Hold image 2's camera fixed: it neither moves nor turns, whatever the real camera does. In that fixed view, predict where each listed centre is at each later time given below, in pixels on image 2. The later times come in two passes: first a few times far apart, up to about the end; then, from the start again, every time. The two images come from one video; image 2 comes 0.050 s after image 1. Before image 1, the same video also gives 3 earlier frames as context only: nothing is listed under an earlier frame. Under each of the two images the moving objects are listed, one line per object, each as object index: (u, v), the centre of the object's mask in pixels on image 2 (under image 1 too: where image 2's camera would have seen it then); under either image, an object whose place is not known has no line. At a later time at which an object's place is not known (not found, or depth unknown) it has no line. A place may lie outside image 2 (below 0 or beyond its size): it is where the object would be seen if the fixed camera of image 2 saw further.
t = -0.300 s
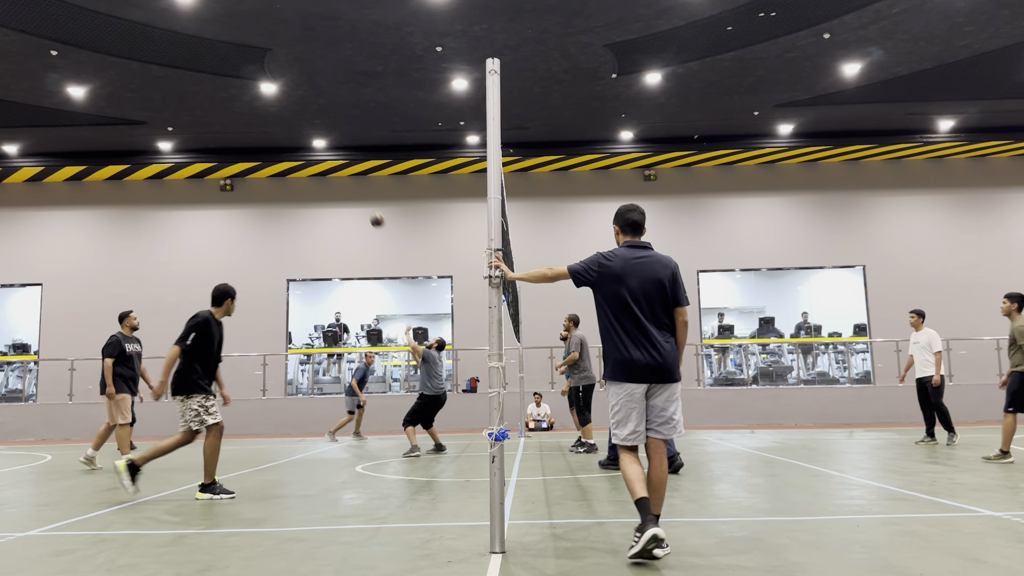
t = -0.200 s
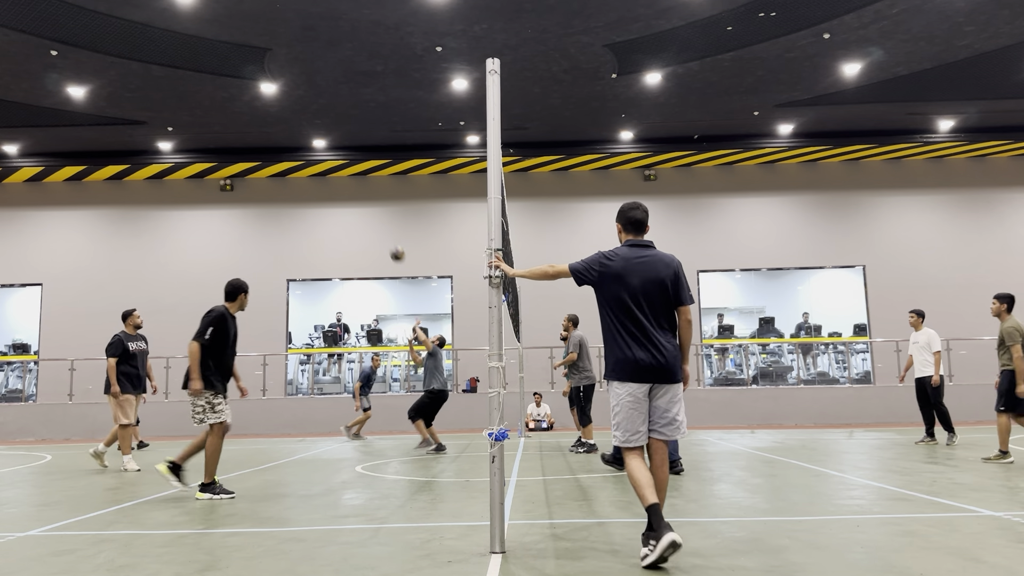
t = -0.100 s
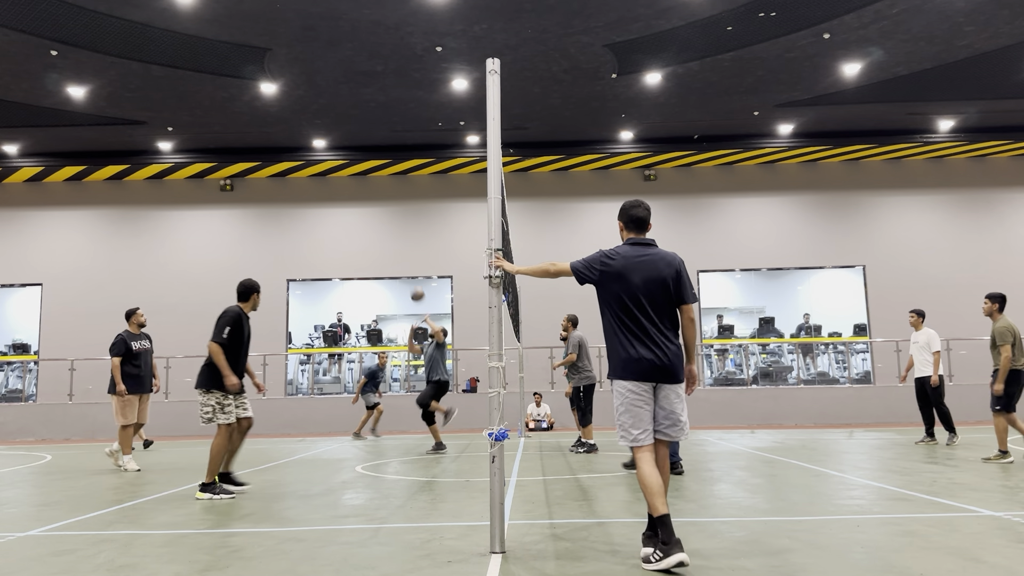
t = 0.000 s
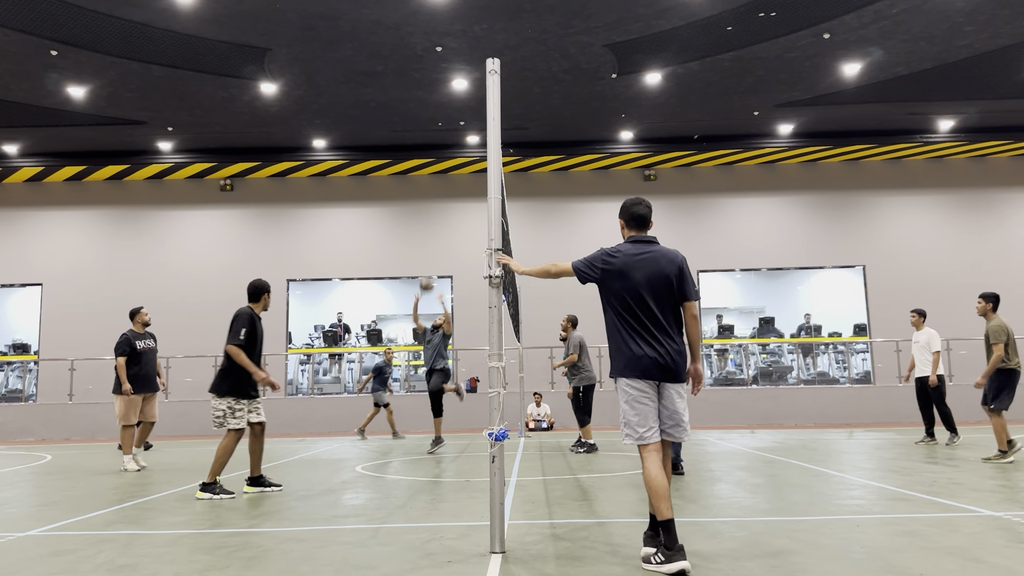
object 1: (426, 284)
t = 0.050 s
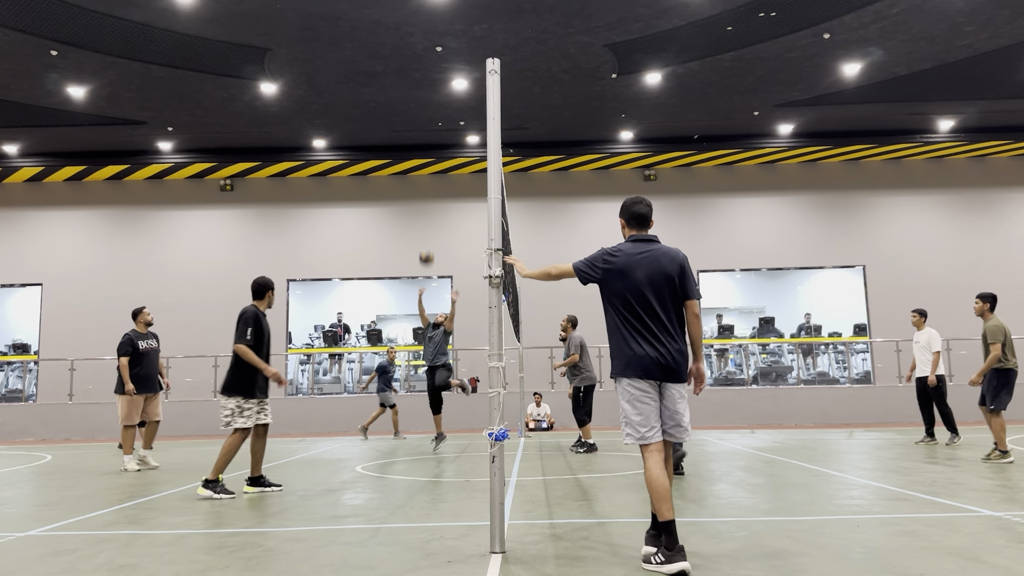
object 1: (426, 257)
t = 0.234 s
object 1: (426, 167)
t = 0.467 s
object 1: (426, 84)
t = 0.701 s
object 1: (427, 37)
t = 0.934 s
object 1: (429, 34)
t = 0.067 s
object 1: (426, 248)
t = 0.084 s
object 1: (426, 239)
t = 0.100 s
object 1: (426, 230)
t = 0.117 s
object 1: (426, 221)
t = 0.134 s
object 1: (426, 213)
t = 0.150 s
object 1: (426, 204)
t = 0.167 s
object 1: (426, 197)
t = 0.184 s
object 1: (425, 189)
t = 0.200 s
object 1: (425, 182)
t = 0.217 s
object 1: (425, 174)
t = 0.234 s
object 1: (426, 167)
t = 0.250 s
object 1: (425, 159)
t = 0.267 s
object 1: (426, 152)
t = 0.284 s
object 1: (426, 147)
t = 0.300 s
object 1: (426, 141)
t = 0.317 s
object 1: (426, 134)
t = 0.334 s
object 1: (426, 128)
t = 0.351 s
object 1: (426, 122)
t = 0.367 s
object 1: (426, 116)
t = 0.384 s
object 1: (426, 110)
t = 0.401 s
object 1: (426, 105)
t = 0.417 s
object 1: (426, 99)
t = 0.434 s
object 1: (426, 94)
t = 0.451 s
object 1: (426, 89)
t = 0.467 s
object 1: (426, 84)
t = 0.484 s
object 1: (426, 79)
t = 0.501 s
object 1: (426, 75)
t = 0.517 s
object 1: (426, 71)
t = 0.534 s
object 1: (426, 67)
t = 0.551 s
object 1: (426, 63)
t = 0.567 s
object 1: (426, 59)
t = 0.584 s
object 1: (426, 56)
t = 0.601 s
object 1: (426, 52)
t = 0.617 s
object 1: (426, 49)
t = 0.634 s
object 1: (426, 46)
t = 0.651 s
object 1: (426, 44)
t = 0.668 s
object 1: (427, 41)
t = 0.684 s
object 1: (427, 39)
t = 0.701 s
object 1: (427, 37)
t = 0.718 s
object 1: (427, 35)
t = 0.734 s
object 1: (427, 34)
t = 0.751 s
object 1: (427, 32)
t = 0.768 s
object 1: (427, 31)
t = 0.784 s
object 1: (427, 30)
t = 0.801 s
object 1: (427, 30)
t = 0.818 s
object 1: (427, 29)
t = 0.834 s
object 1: (427, 29)
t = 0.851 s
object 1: (428, 29)
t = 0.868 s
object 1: (428, 30)
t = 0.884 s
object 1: (428, 30)
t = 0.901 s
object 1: (428, 31)
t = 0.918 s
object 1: (428, 32)
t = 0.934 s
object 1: (429, 34)
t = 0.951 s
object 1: (429, 35)
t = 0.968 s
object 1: (429, 37)
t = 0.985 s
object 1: (429, 39)
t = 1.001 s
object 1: (429, 42)
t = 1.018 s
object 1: (430, 45)
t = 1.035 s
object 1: (430, 48)
